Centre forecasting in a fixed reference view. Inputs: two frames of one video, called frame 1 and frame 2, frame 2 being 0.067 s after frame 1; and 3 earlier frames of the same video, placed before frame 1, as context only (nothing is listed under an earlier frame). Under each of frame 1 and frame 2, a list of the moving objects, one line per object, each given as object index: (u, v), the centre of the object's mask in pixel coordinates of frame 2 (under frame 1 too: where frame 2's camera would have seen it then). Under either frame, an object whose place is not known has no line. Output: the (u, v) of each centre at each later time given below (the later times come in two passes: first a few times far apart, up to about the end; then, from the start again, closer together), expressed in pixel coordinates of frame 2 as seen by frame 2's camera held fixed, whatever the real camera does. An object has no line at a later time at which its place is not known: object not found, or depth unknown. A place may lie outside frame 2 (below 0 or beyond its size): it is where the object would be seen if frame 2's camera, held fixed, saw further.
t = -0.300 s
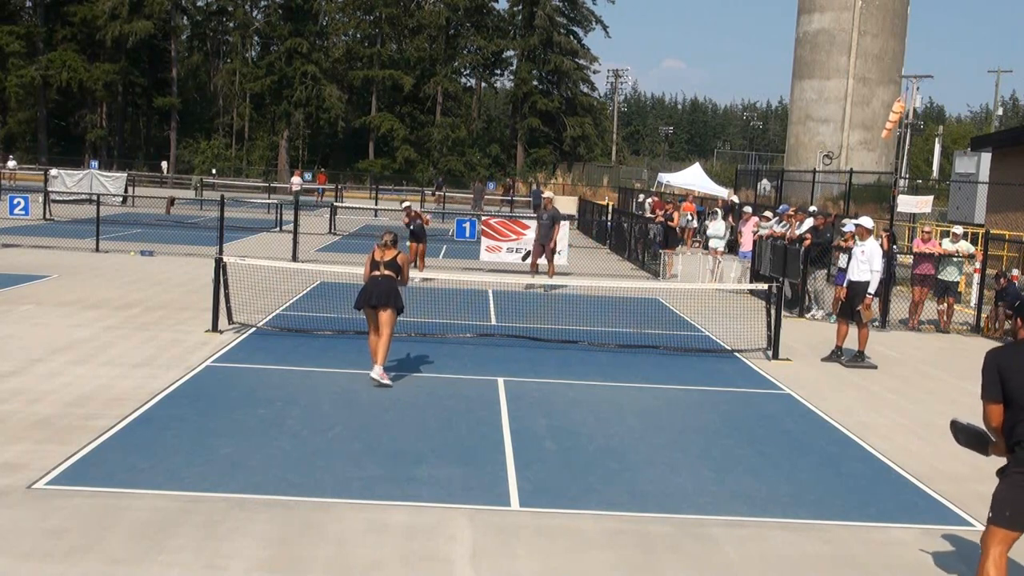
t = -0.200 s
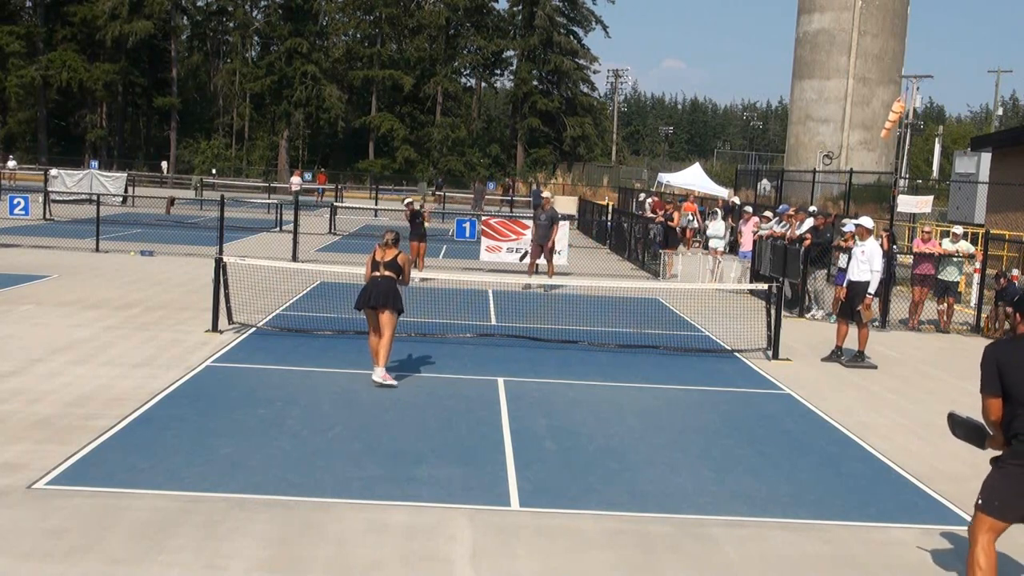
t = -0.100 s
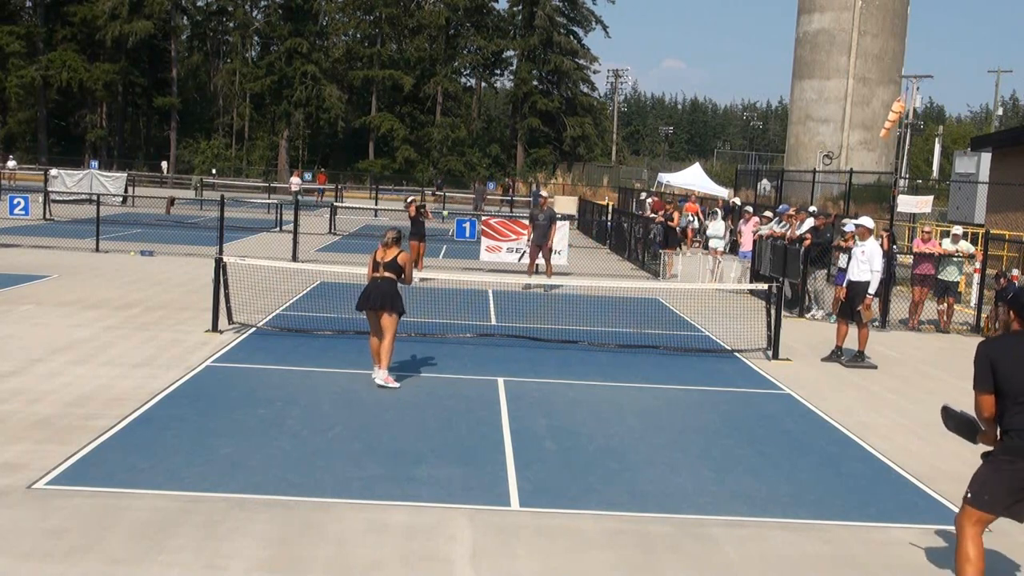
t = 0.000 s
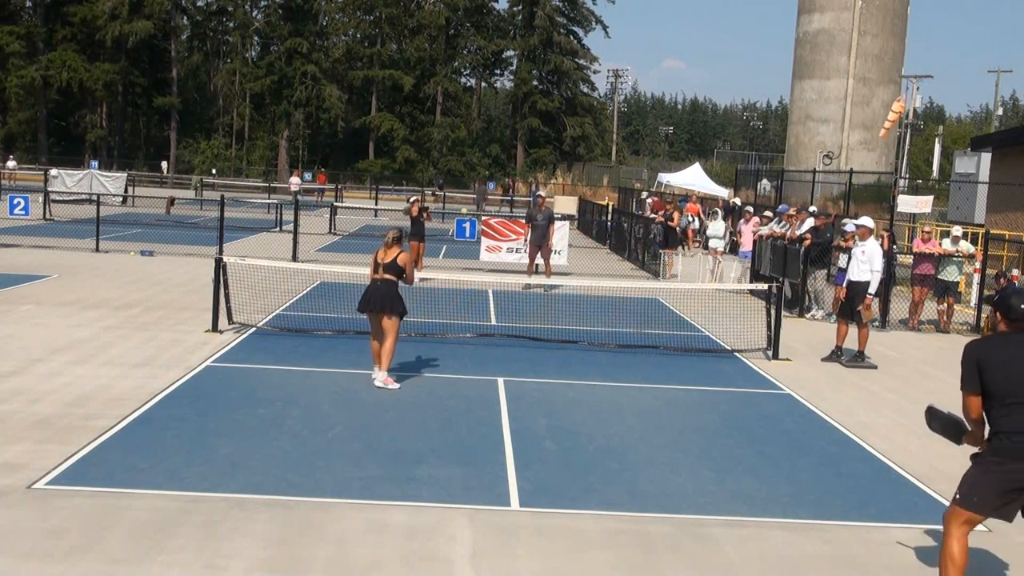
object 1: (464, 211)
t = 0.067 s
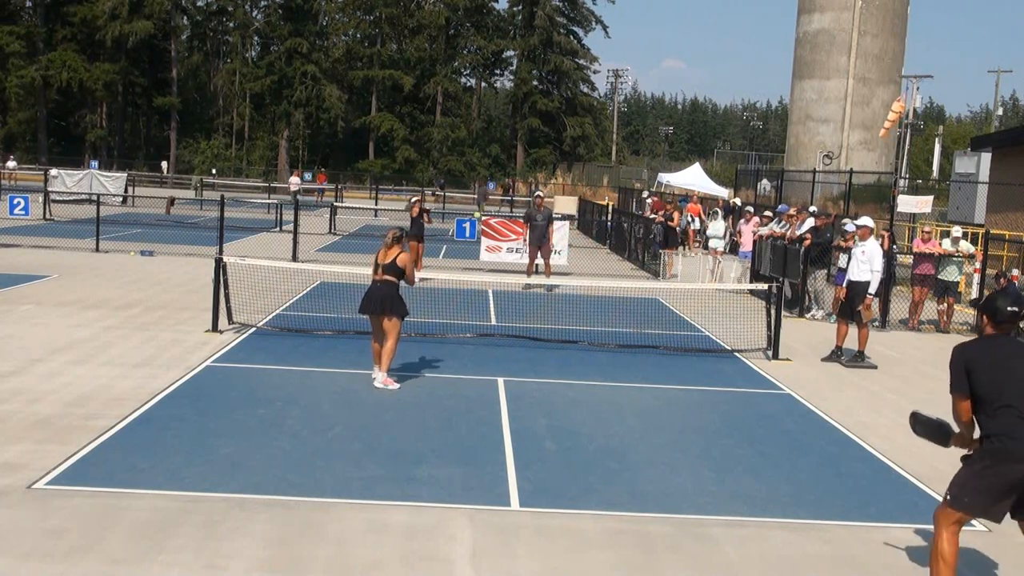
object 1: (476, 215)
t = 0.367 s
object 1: (542, 319)
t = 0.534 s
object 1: (582, 469)
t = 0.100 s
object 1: (483, 219)
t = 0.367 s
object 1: (542, 319)
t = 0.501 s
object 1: (574, 432)
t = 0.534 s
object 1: (582, 469)
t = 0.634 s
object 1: (606, 450)
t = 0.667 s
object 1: (614, 445)
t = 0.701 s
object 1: (623, 442)
